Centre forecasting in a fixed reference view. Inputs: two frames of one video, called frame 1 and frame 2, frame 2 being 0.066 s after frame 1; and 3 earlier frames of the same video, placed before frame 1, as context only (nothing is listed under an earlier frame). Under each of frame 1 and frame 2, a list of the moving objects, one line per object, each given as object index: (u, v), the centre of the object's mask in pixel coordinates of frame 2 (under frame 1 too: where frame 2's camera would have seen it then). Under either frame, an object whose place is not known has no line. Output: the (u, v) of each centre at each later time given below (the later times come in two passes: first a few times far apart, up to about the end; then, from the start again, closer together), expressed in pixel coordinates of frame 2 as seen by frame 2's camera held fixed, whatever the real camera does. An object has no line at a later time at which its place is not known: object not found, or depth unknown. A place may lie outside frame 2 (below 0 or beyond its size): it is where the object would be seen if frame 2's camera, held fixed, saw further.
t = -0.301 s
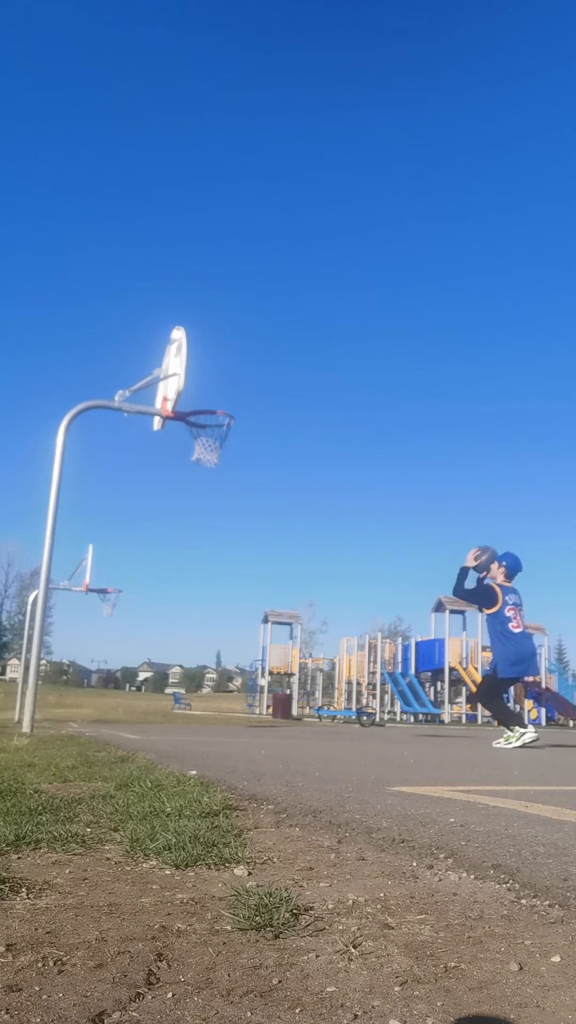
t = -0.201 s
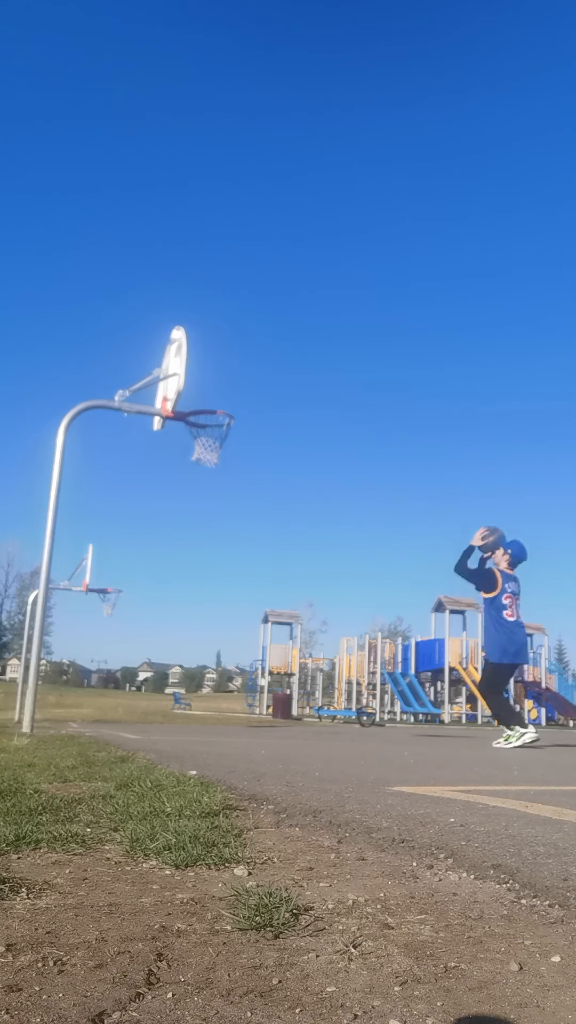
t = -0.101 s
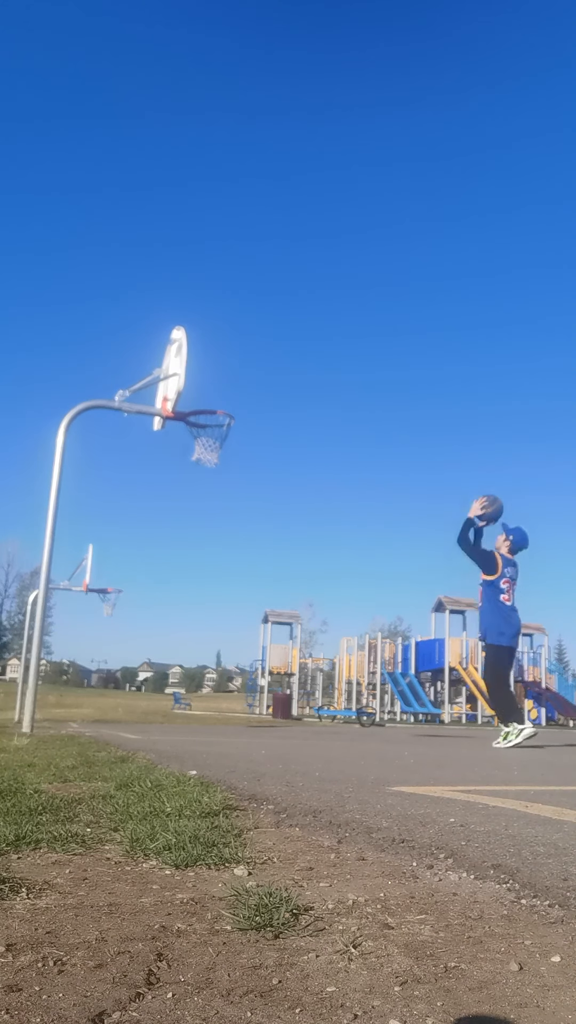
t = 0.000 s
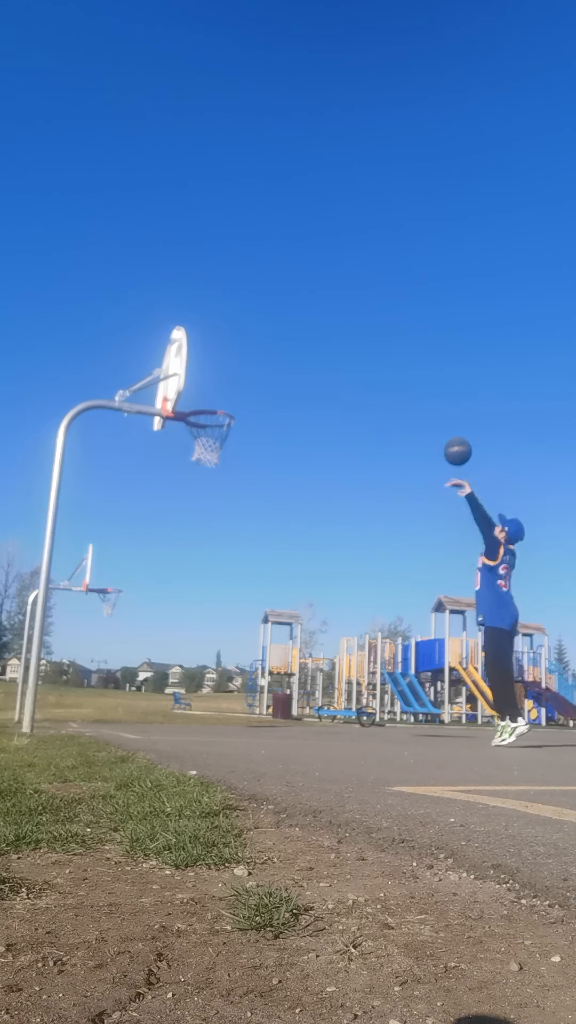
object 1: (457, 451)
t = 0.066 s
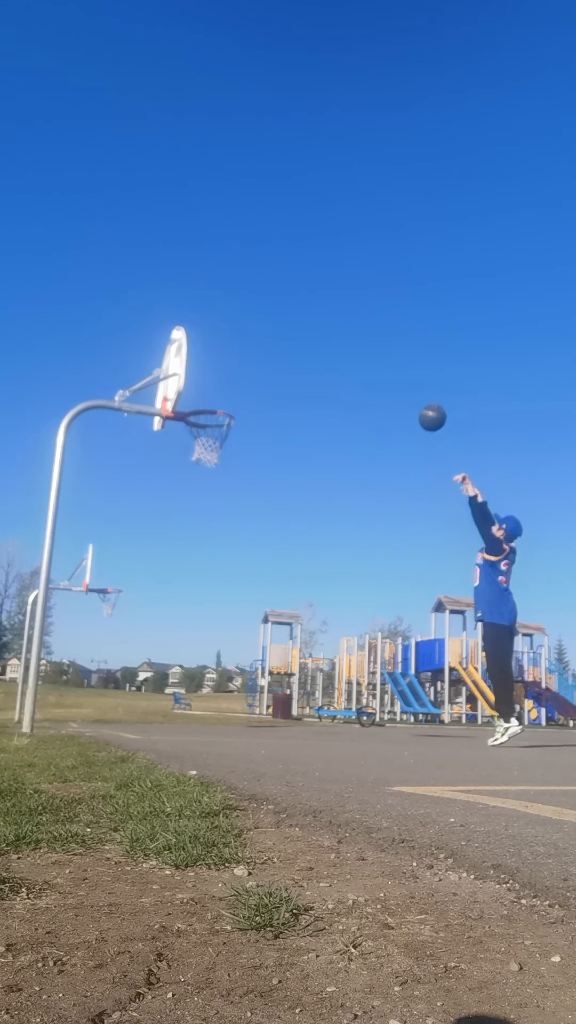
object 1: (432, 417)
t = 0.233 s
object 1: (373, 357)
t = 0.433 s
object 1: (307, 327)
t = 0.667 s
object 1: (234, 341)
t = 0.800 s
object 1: (194, 371)
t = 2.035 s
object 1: (160, 625)
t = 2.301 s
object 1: (149, 667)
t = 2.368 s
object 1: (151, 641)
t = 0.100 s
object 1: (420, 402)
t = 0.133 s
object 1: (408, 389)
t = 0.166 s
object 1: (396, 377)
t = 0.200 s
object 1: (385, 367)
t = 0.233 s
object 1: (373, 357)
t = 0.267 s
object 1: (362, 349)
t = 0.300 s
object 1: (350, 343)
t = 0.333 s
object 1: (339, 337)
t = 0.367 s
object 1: (329, 333)
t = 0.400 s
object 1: (318, 330)
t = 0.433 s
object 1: (307, 327)
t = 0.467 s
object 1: (297, 326)
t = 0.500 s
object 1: (286, 326)
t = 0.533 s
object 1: (276, 327)
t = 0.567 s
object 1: (265, 329)
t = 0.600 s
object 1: (255, 332)
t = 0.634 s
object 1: (244, 336)
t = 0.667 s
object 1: (234, 341)
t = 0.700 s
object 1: (224, 347)
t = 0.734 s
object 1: (213, 354)
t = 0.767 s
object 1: (203, 361)
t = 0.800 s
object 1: (194, 371)
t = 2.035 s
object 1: (160, 625)
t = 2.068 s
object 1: (157, 645)
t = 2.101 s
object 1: (154, 666)
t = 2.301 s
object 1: (149, 667)
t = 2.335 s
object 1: (150, 653)
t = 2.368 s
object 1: (151, 641)
